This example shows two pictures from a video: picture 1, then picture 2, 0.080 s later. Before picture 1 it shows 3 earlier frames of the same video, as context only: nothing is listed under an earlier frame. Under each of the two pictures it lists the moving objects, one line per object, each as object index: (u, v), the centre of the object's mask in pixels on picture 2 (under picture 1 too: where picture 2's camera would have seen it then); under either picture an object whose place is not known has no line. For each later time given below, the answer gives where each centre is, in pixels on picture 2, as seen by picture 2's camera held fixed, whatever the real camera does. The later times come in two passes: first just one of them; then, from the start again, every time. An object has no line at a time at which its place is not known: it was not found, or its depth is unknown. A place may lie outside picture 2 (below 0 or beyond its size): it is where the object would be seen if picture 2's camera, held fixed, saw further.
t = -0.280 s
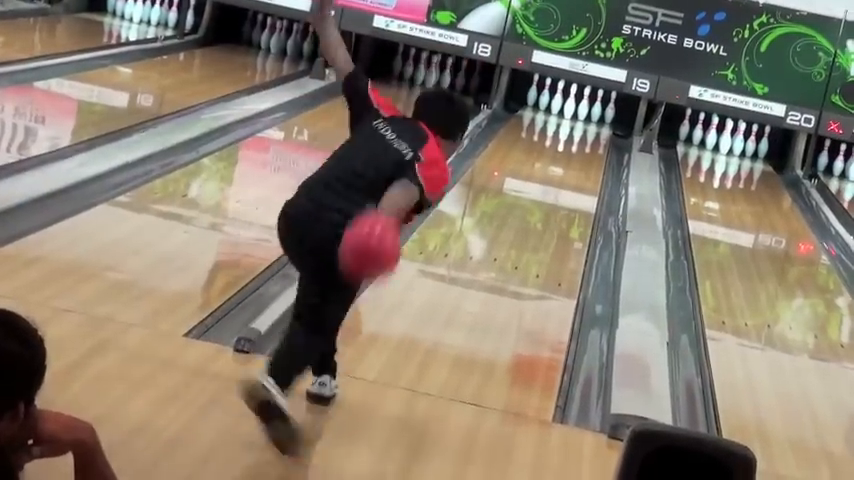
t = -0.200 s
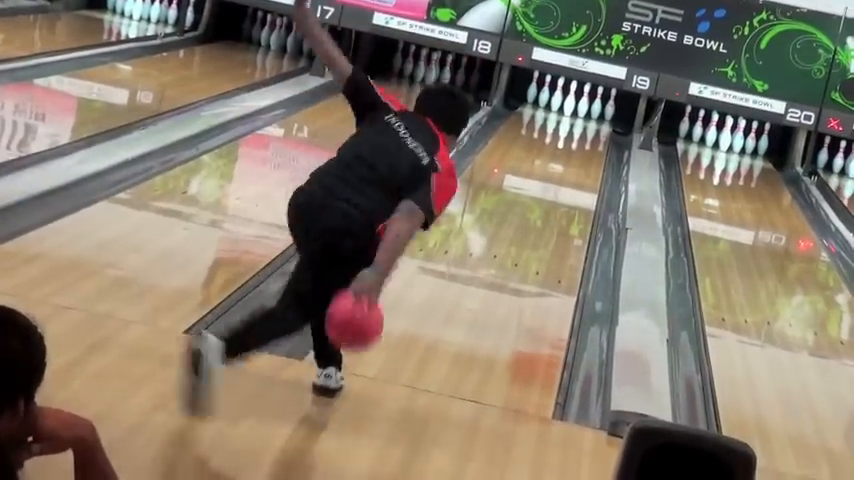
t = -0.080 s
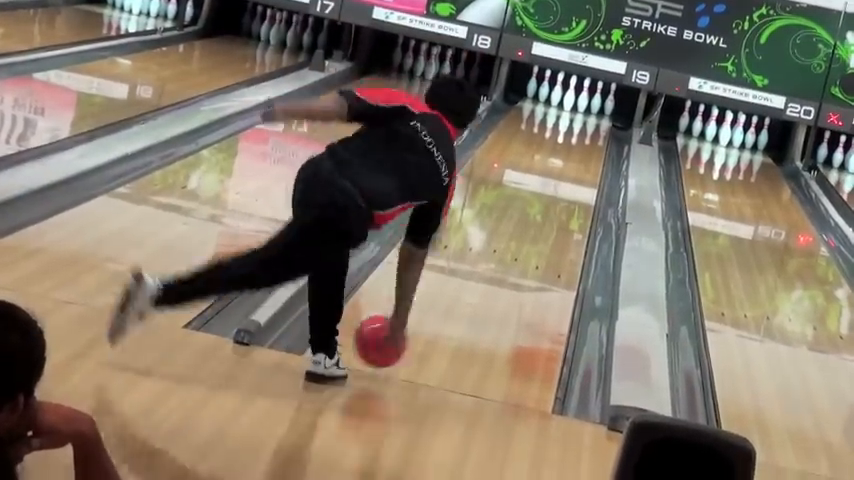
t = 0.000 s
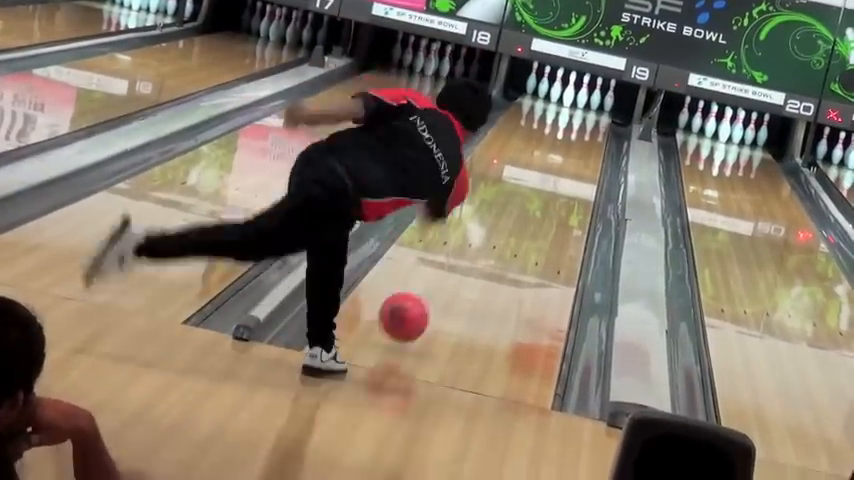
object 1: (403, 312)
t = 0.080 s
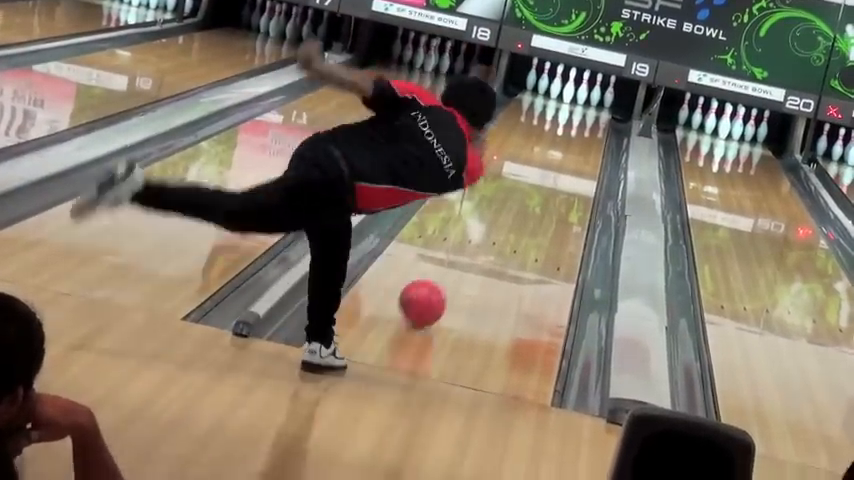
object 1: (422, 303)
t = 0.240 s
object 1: (457, 268)
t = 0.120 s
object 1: (432, 293)
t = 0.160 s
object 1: (440, 286)
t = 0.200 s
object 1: (449, 277)
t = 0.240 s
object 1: (457, 268)
